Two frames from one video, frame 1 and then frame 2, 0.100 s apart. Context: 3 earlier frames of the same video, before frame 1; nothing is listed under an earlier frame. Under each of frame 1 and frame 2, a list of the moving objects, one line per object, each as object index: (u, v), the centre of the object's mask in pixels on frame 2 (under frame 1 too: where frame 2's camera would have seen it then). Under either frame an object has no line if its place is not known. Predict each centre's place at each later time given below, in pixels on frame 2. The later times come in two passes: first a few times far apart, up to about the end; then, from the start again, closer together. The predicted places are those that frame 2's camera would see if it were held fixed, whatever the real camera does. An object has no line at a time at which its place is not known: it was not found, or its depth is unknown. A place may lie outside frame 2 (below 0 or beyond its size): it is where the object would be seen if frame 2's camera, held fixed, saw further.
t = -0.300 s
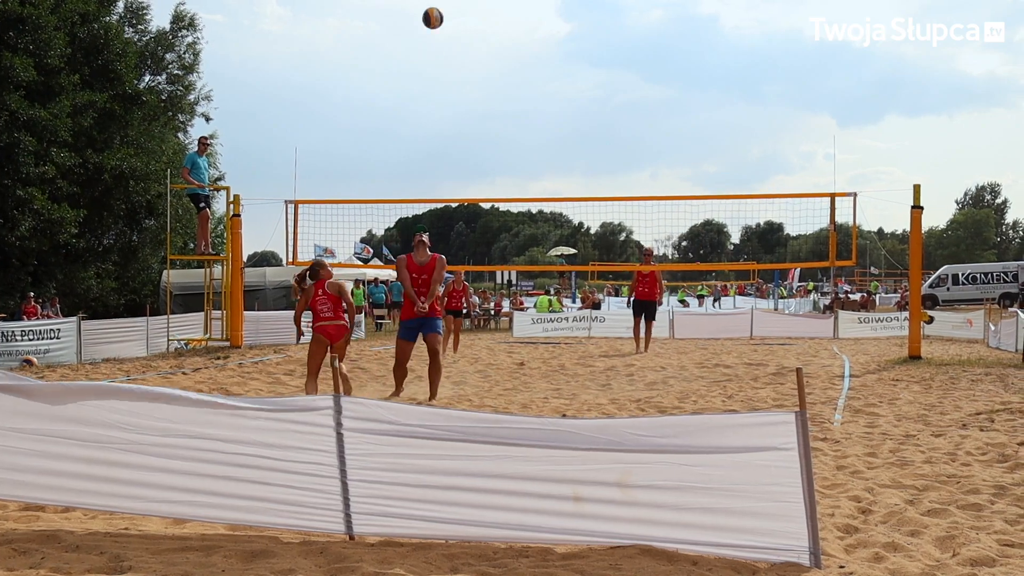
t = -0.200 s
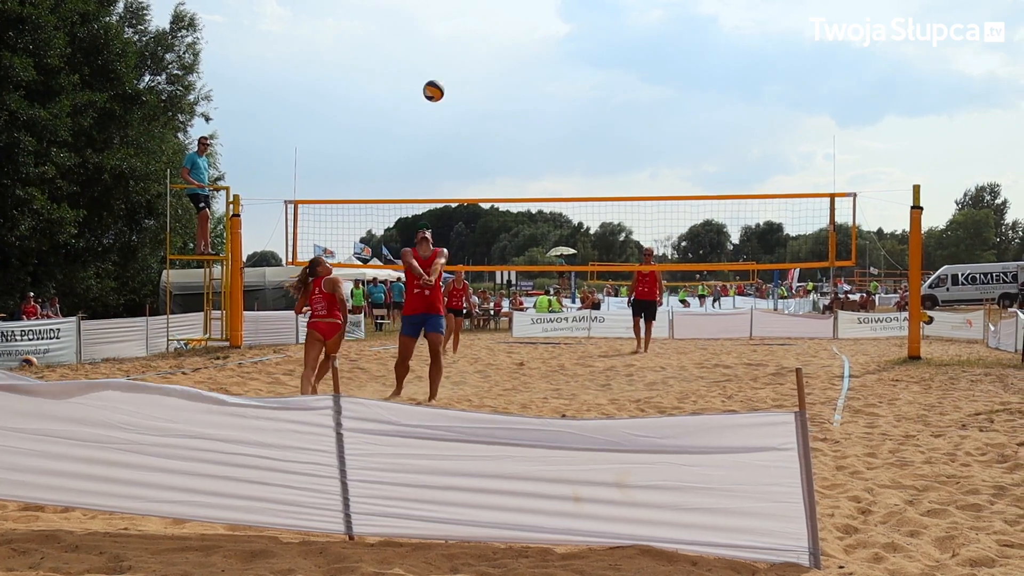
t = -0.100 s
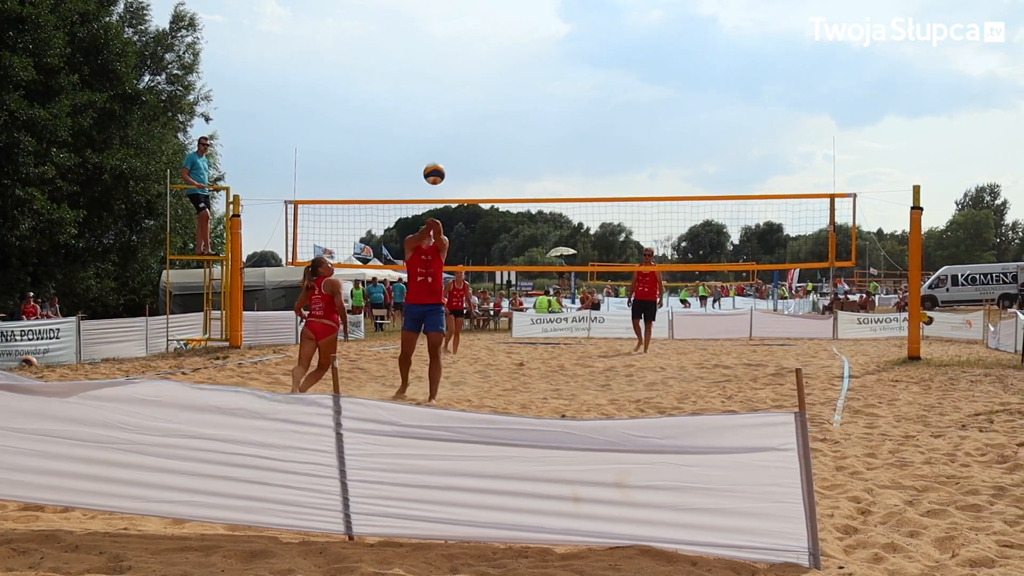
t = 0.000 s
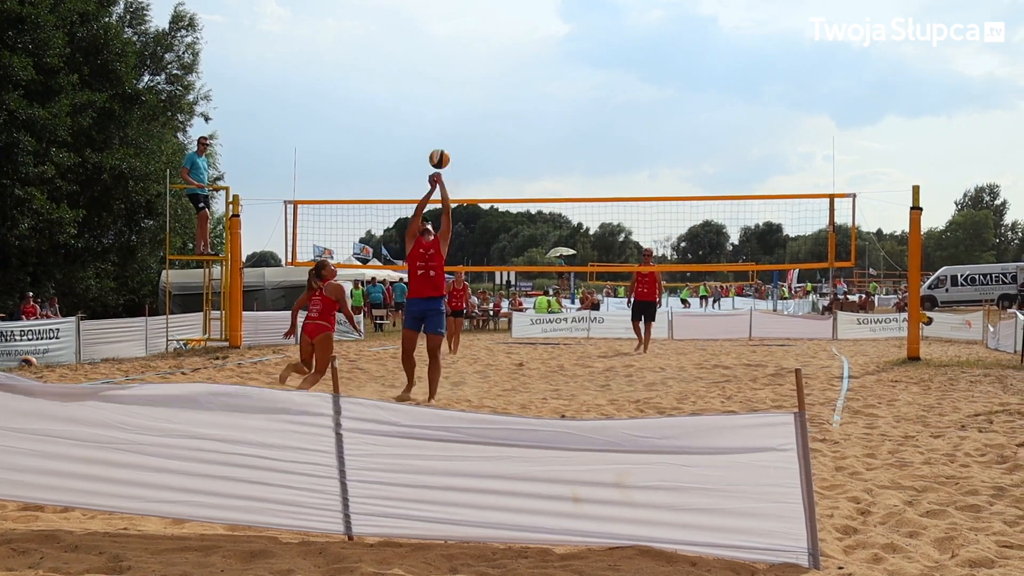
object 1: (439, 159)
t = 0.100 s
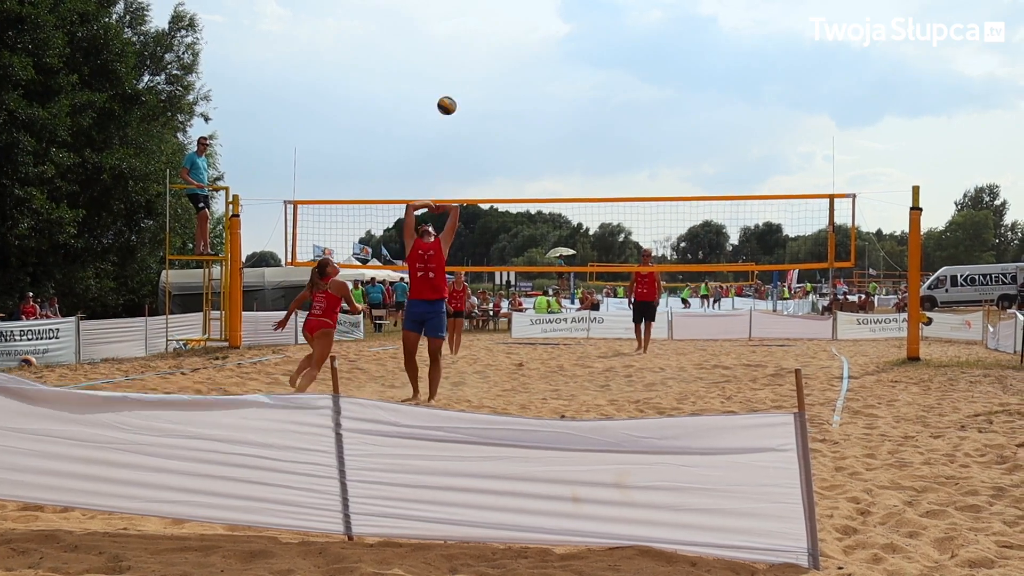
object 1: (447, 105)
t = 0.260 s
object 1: (459, 51)
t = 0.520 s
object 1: (474, 24)
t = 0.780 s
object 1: (485, 50)
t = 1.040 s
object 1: (496, 111)
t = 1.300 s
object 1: (507, 198)
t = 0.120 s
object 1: (448, 97)
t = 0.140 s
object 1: (450, 88)
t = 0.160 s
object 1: (451, 81)
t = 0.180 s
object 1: (453, 74)
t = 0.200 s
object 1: (454, 67)
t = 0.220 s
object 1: (456, 61)
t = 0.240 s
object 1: (457, 56)
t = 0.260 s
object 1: (459, 51)
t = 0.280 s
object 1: (460, 47)
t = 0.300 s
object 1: (461, 43)
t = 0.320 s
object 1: (463, 39)
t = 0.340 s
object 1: (464, 36)
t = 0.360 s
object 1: (465, 33)
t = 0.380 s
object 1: (467, 30)
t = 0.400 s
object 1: (468, 28)
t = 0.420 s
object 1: (469, 27)
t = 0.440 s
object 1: (470, 26)
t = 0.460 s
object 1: (471, 25)
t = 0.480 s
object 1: (472, 25)
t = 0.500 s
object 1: (473, 24)
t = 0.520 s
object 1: (474, 24)
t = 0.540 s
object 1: (475, 25)
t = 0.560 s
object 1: (476, 25)
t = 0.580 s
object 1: (477, 26)
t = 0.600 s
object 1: (478, 28)
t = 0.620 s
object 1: (479, 29)
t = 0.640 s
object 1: (480, 31)
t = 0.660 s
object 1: (480, 33)
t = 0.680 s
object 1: (481, 35)
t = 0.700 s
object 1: (482, 37)
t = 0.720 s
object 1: (483, 40)
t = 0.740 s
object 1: (484, 43)
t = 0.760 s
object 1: (485, 46)
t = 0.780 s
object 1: (485, 50)
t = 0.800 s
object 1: (486, 53)
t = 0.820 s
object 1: (487, 57)
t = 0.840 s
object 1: (488, 61)
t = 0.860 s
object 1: (489, 65)
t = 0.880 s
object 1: (489, 69)
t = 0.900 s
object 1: (490, 74)
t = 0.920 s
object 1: (491, 79)
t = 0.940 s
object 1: (492, 84)
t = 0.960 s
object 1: (493, 89)
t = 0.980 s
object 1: (493, 94)
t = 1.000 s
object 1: (494, 99)
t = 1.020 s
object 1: (495, 105)
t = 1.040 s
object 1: (496, 111)
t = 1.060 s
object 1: (497, 117)
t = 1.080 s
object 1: (498, 123)
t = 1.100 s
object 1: (498, 129)
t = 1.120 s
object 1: (499, 135)
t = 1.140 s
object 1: (500, 142)
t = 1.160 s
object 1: (501, 149)
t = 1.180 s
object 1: (502, 155)
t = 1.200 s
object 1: (502, 162)
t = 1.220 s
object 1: (503, 169)
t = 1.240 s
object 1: (504, 176)
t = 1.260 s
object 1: (505, 184)
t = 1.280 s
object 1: (506, 191)
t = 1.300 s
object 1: (507, 198)
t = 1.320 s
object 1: (507, 208)
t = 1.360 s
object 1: (510, 222)
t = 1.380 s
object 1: (510, 230)
